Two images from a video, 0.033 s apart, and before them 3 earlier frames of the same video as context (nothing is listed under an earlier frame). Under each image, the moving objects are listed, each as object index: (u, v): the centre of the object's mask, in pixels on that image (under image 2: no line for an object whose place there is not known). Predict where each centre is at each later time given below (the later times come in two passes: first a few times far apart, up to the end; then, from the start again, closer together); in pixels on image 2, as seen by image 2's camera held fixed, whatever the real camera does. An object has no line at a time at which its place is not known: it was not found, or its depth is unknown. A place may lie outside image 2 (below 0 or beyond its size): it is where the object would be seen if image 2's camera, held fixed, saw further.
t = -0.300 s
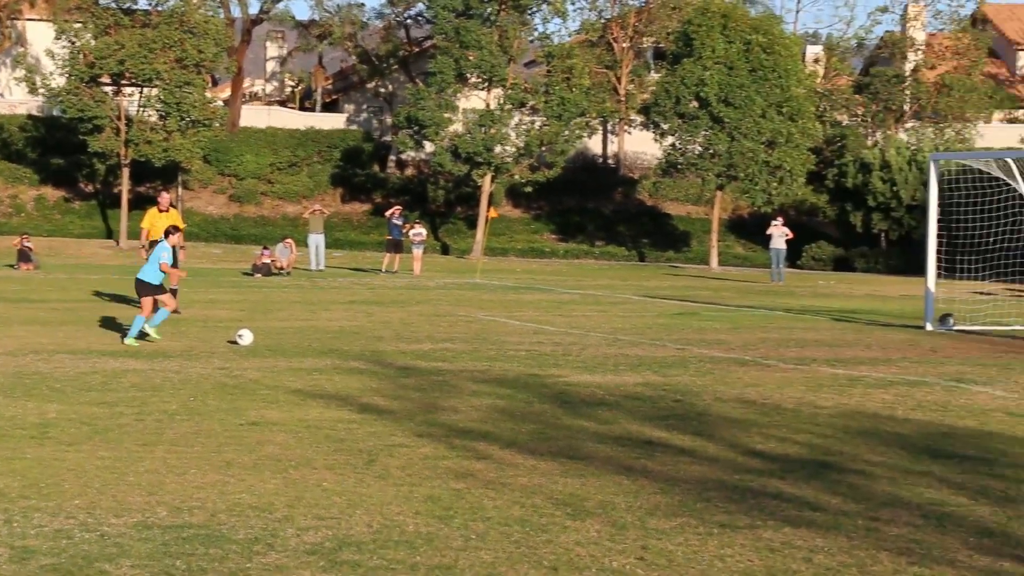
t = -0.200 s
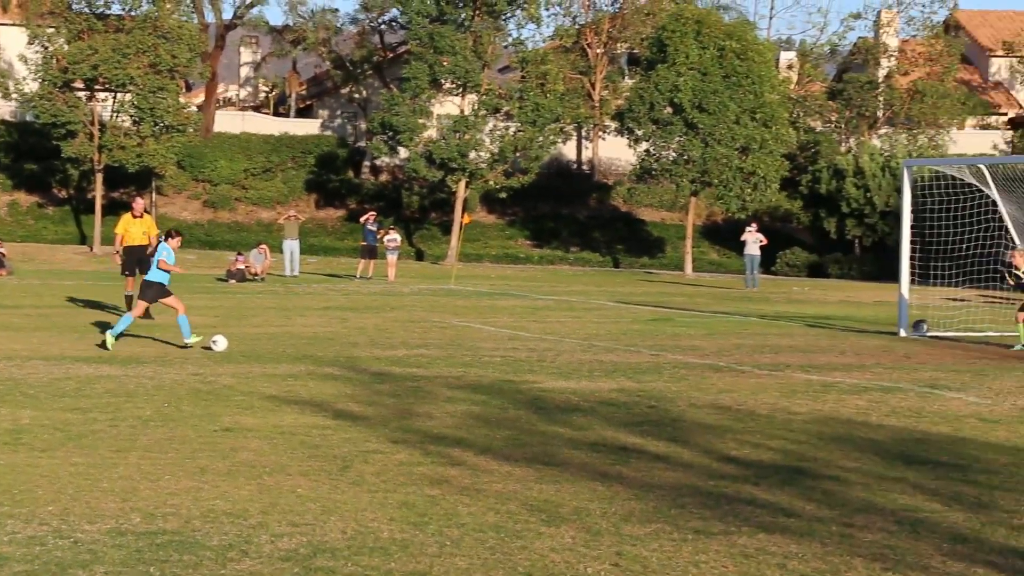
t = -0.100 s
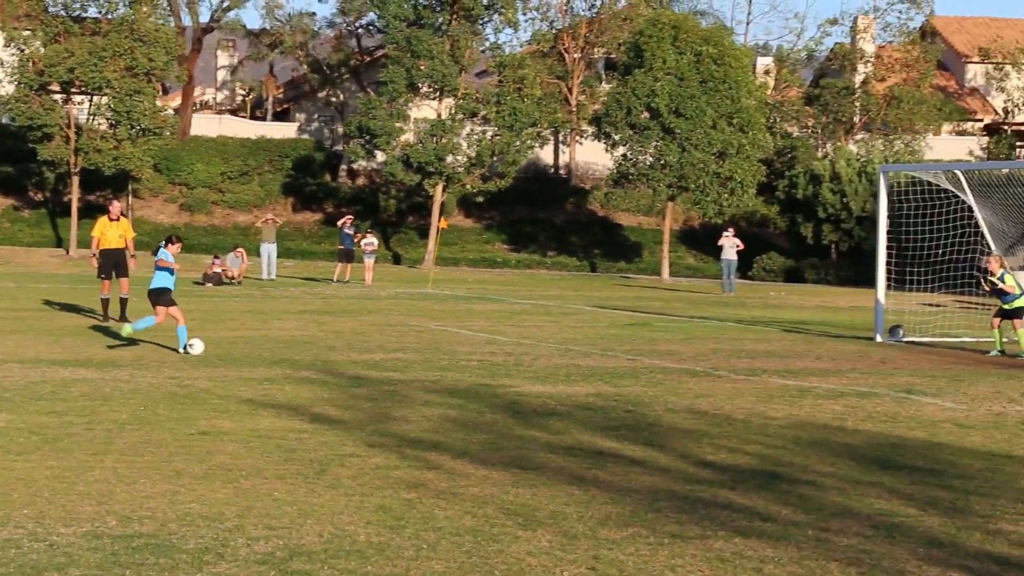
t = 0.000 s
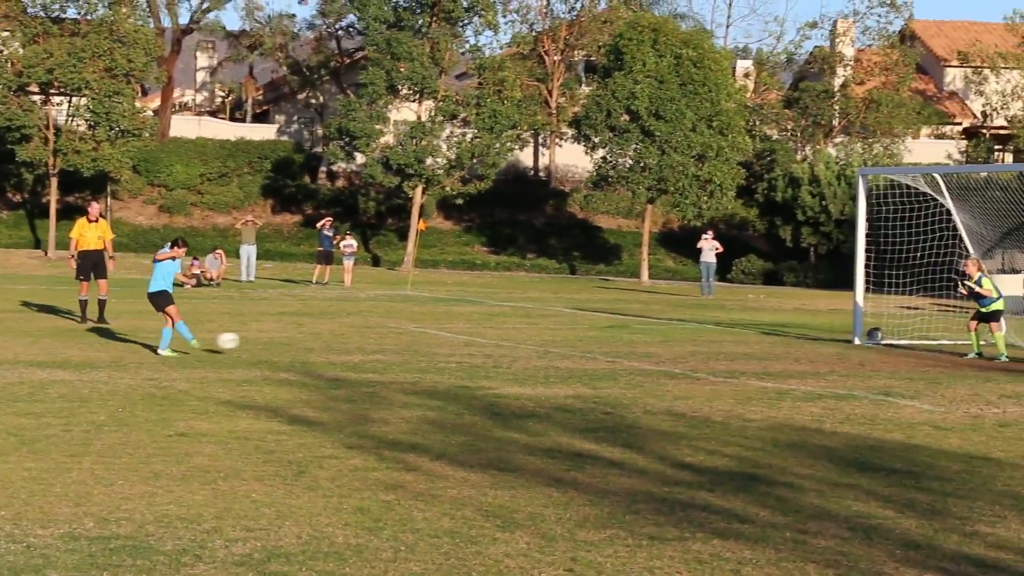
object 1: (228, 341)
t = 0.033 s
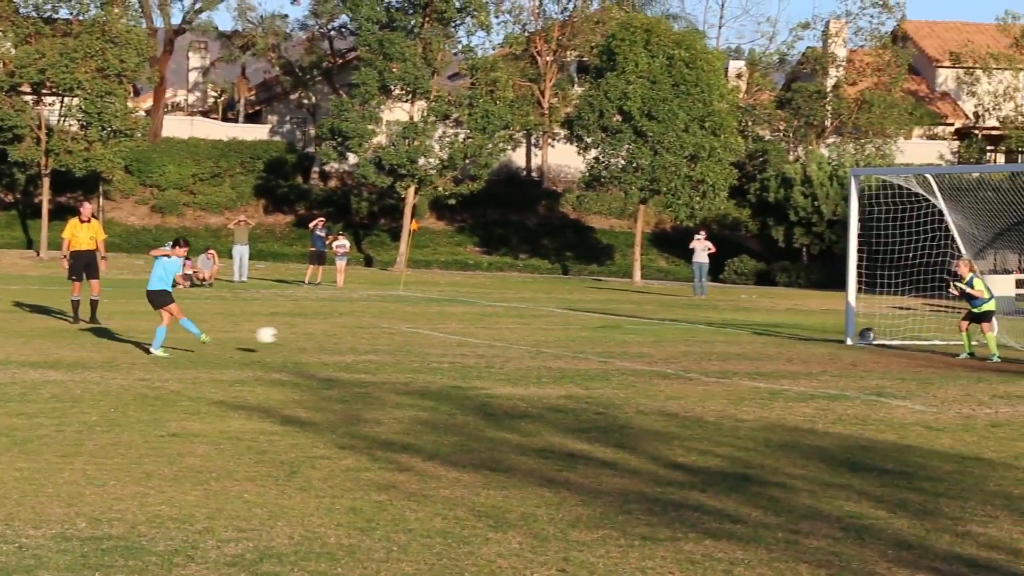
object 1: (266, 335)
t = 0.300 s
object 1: (598, 320)
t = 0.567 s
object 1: (771, 336)
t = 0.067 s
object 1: (312, 330)
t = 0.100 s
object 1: (356, 326)
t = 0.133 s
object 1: (399, 323)
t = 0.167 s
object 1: (441, 321)
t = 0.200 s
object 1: (481, 320)
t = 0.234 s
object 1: (521, 319)
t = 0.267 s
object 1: (560, 319)
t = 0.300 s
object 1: (598, 320)
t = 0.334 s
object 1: (635, 322)
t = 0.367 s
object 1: (671, 324)
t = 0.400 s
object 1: (707, 328)
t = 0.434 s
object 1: (729, 331)
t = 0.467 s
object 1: (739, 332)
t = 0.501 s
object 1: (743, 332)
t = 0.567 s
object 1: (771, 336)
